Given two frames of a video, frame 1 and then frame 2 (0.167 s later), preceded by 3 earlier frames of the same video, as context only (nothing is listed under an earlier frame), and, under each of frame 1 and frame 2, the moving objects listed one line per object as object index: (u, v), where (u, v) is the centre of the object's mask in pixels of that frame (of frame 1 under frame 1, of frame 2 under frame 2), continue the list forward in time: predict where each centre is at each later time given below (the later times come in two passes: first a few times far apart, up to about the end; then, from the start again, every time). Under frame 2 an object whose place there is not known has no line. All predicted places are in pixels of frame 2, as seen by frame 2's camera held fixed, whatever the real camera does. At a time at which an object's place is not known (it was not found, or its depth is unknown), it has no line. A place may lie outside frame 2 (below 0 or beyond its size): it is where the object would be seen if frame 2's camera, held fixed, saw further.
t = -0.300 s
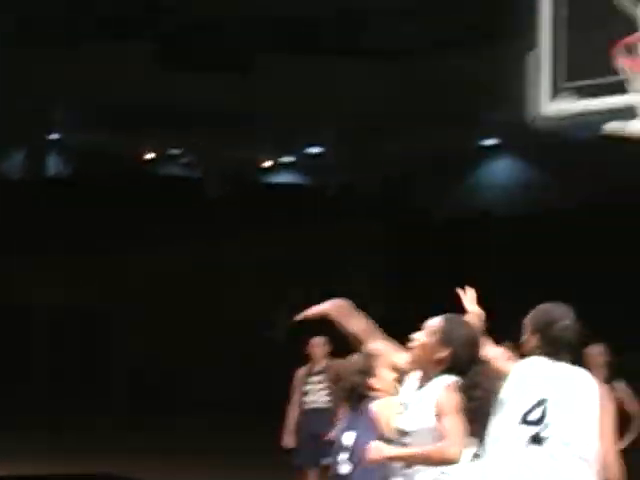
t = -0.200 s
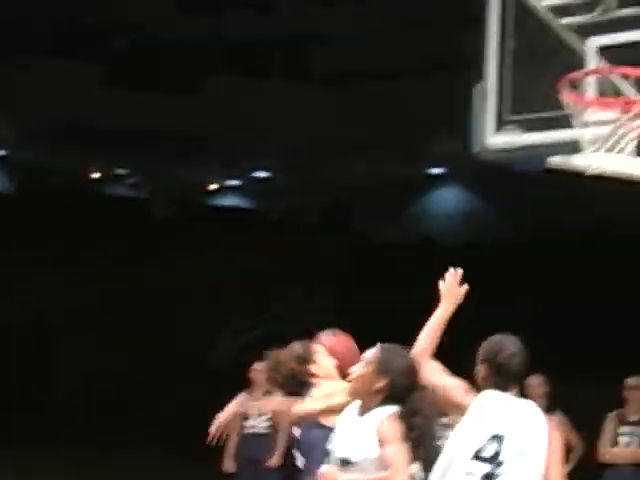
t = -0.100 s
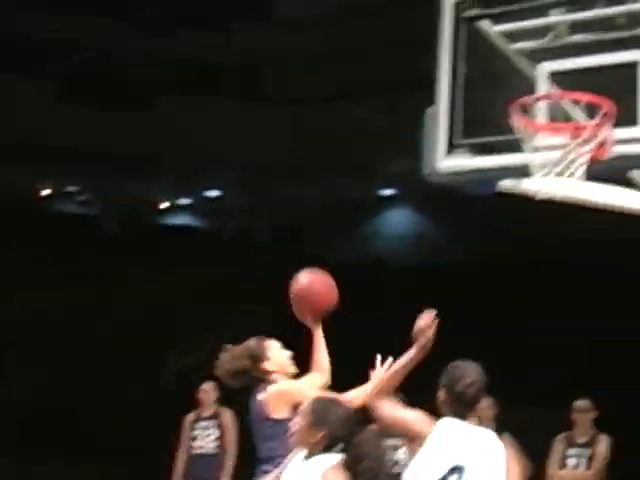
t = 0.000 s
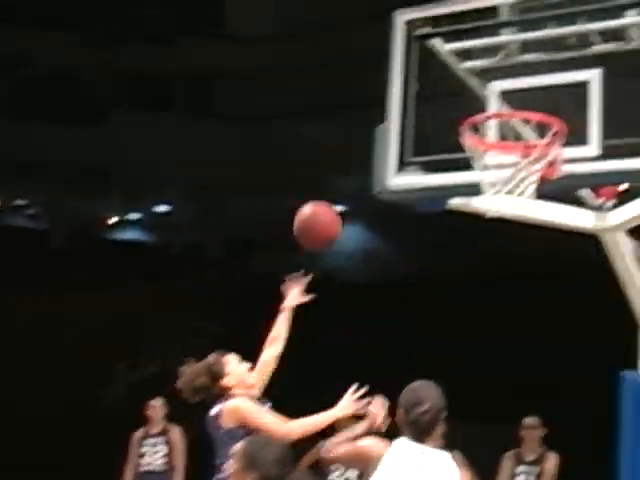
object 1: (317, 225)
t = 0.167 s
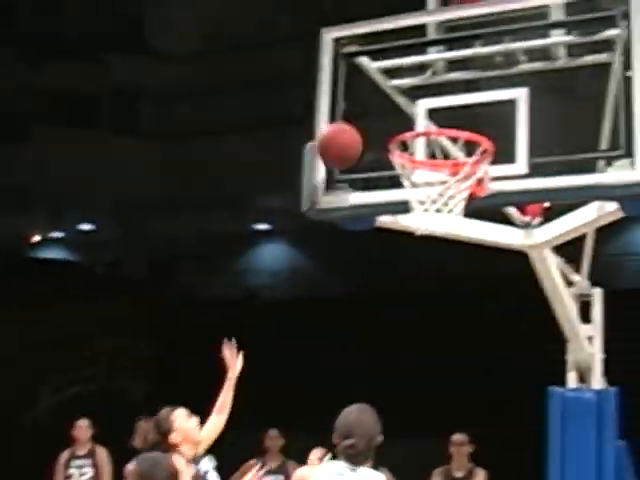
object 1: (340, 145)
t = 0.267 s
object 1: (383, 114)
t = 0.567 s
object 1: (420, 118)
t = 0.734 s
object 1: (464, 157)
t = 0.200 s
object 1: (356, 133)
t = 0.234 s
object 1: (373, 122)
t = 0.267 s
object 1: (383, 114)
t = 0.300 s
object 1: (387, 109)
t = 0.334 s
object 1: (390, 106)
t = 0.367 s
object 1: (393, 104)
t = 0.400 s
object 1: (397, 104)
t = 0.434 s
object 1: (400, 106)
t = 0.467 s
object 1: (404, 109)
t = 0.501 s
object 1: (407, 113)
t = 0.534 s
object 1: (410, 118)
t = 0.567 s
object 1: (420, 118)
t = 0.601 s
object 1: (432, 119)
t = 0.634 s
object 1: (446, 126)
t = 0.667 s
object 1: (459, 129)
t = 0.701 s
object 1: (463, 145)
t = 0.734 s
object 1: (464, 157)
